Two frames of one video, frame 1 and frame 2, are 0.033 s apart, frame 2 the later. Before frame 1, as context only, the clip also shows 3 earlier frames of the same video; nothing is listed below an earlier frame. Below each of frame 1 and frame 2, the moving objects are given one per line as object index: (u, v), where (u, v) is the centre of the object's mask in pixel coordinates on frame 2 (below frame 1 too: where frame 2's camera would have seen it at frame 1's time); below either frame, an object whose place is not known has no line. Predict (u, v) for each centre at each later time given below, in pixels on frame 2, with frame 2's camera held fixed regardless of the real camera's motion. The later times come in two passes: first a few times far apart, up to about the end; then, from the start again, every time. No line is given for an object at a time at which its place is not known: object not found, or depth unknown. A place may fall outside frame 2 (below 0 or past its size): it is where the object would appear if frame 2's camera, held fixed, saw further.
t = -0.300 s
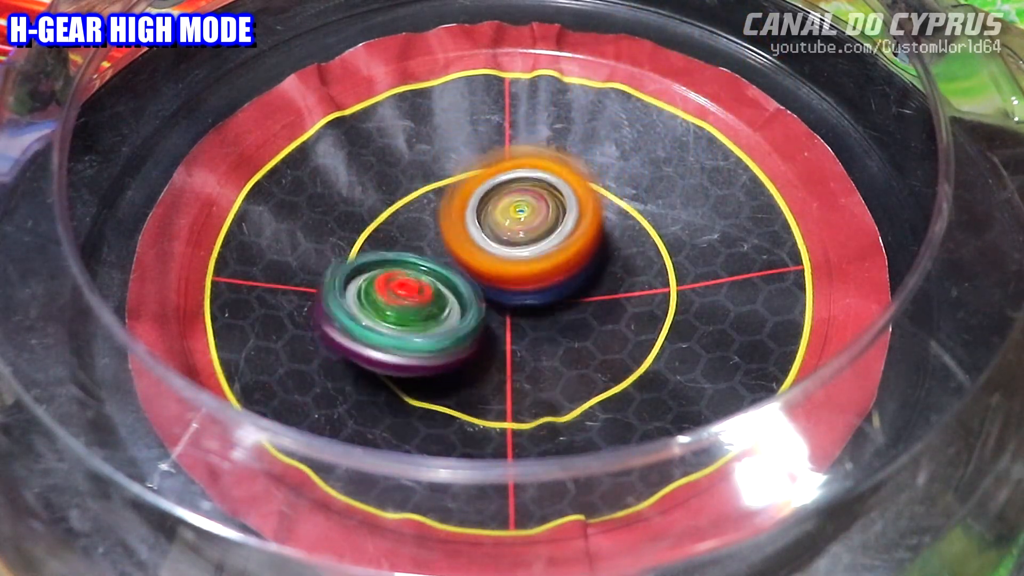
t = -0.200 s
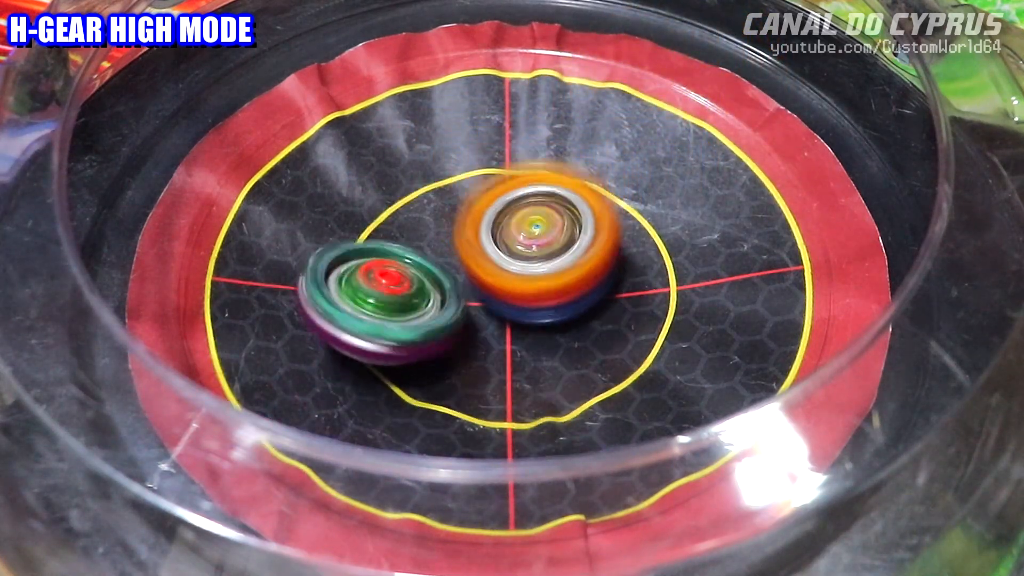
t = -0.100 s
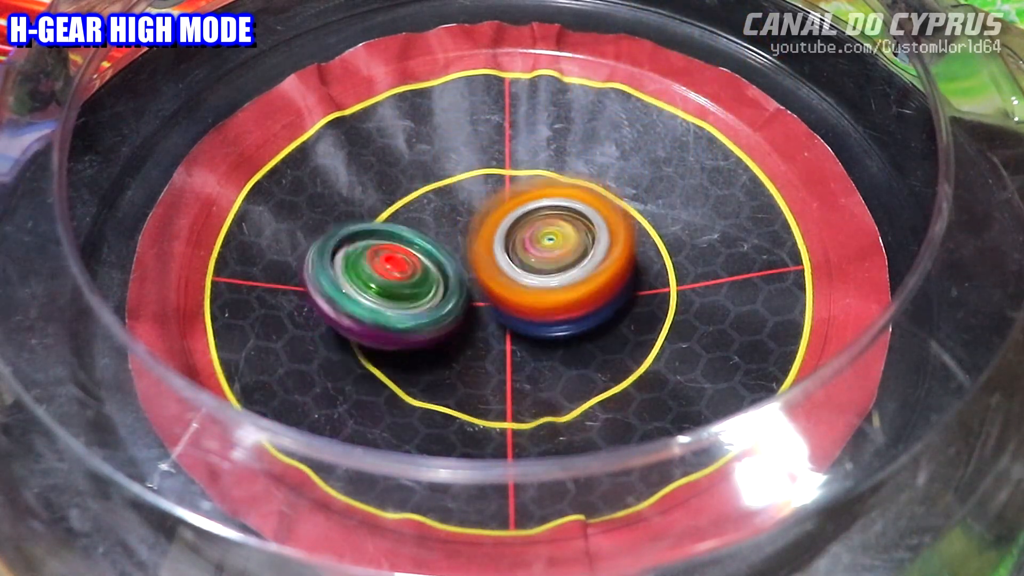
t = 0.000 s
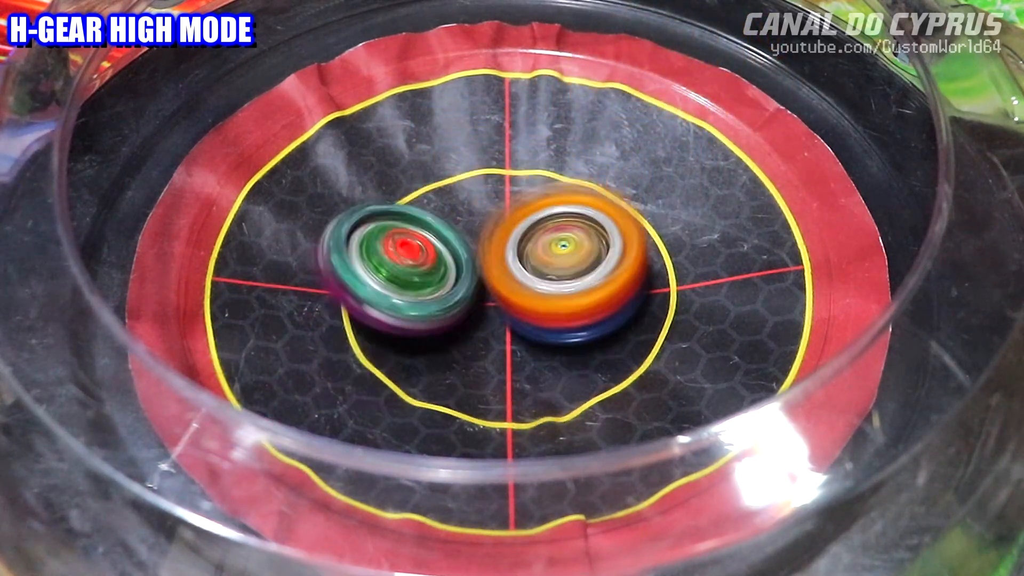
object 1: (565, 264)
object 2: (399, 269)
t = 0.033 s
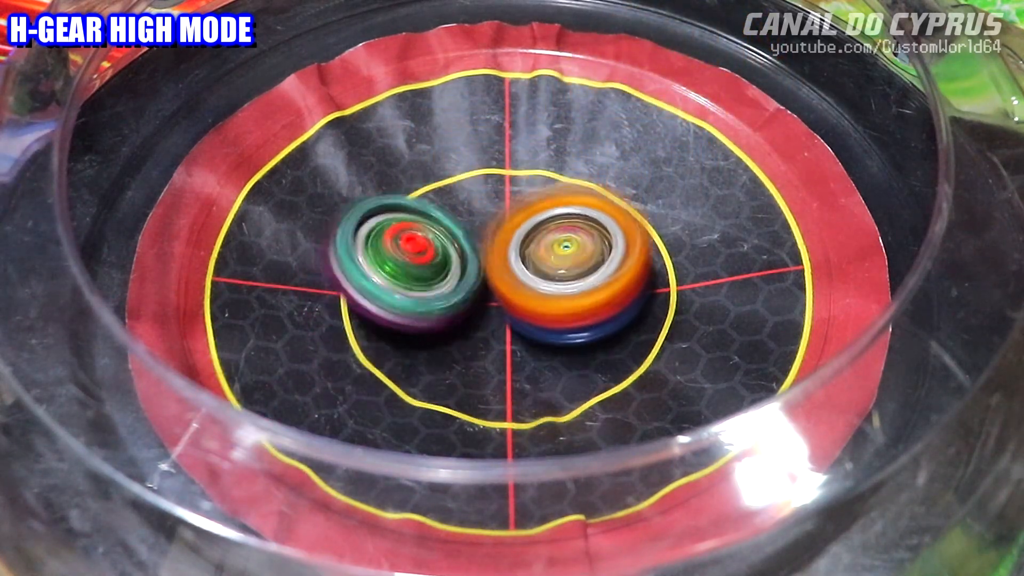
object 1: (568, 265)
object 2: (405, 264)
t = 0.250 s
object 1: (594, 264)
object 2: (451, 227)
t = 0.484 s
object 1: (569, 278)
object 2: (486, 176)
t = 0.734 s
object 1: (509, 325)
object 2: (554, 195)
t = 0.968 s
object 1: (473, 340)
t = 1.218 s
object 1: (440, 311)
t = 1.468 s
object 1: (430, 249)
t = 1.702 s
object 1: (453, 175)
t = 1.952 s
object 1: (501, 191)
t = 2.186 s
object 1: (551, 113)
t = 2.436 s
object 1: (516, 140)
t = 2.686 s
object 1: (554, 132)
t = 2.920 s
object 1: (547, 180)
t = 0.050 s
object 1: (571, 266)
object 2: (407, 261)
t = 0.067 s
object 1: (573, 267)
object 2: (411, 258)
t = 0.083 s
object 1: (576, 266)
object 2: (415, 256)
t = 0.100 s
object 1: (577, 266)
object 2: (418, 253)
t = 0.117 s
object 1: (579, 266)
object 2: (421, 250)
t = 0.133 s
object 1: (579, 266)
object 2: (426, 248)
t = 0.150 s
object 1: (582, 265)
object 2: (430, 245)
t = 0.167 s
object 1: (583, 266)
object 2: (432, 242)
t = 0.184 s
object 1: (585, 265)
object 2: (436, 239)
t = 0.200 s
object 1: (588, 265)
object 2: (441, 236)
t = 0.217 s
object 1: (590, 264)
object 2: (442, 233)
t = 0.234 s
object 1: (592, 265)
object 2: (447, 231)
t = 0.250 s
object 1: (594, 264)
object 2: (451, 227)
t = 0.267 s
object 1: (595, 264)
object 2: (453, 224)
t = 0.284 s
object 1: (595, 263)
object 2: (456, 220)
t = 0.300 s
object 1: (595, 264)
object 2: (462, 216)
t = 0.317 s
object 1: (594, 264)
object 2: (461, 210)
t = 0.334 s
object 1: (592, 264)
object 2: (464, 206)
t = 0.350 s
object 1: (590, 265)
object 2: (467, 202)
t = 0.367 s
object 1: (587, 266)
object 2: (468, 198)
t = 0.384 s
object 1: (586, 269)
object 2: (471, 193)
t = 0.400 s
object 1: (583, 271)
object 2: (471, 188)
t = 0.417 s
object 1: (582, 273)
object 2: (473, 183)
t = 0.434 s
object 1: (579, 274)
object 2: (477, 180)
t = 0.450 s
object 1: (575, 275)
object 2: (479, 179)
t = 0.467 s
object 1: (573, 277)
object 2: (484, 177)
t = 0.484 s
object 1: (569, 278)
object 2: (486, 176)
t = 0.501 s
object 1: (566, 281)
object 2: (491, 176)
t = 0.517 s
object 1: (562, 282)
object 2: (496, 174)
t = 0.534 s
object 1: (558, 285)
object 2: (498, 174)
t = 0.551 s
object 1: (554, 287)
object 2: (503, 174)
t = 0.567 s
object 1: (549, 291)
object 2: (506, 174)
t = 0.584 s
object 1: (543, 297)
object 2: (513, 175)
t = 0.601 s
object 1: (537, 301)
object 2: (520, 174)
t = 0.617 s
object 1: (532, 307)
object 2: (528, 176)
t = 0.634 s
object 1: (528, 311)
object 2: (533, 176)
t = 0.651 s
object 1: (525, 314)
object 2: (537, 178)
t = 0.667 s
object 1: (521, 316)
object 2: (541, 179)
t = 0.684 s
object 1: (518, 320)
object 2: (544, 185)
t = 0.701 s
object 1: (514, 321)
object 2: (548, 187)
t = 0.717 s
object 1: (512, 323)
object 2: (550, 189)
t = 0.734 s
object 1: (509, 325)
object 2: (554, 195)
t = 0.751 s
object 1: (507, 326)
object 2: (557, 196)
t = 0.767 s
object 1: (504, 328)
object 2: (559, 203)
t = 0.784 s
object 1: (502, 329)
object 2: (562, 205)
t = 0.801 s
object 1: (500, 330)
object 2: (565, 210)
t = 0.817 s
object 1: (498, 331)
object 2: (567, 214)
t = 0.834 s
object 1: (495, 332)
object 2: (572, 218)
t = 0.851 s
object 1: (493, 335)
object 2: (571, 223)
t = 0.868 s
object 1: (491, 334)
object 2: (577, 227)
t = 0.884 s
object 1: (487, 336)
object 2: (577, 233)
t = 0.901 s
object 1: (485, 337)
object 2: (581, 238)
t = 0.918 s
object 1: (482, 338)
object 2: (583, 244)
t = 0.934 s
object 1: (479, 339)
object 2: (586, 248)
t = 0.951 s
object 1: (475, 340)
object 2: (589, 253)
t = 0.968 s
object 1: (473, 340)
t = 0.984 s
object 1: (471, 340)
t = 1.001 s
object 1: (469, 340)
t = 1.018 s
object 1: (466, 339)
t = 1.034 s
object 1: (464, 339)
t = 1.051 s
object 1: (461, 338)
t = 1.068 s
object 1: (459, 337)
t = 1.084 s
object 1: (458, 335)
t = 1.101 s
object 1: (456, 333)
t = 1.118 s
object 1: (454, 331)
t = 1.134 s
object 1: (451, 328)
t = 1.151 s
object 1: (450, 325)
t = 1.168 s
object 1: (446, 322)
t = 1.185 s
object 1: (444, 318)
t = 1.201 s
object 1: (442, 315)
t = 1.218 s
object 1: (440, 311)
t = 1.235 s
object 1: (436, 307)
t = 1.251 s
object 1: (434, 302)
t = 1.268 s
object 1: (431, 299)
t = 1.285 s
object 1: (428, 294)
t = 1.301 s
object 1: (426, 289)
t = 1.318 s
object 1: (424, 284)
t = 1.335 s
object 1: (422, 279)
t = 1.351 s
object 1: (421, 274)
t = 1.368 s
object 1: (421, 270)
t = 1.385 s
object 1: (422, 267)
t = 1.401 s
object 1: (422, 263)
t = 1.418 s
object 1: (424, 259)
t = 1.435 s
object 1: (425, 255)
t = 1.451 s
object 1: (428, 253)
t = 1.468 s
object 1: (430, 249)
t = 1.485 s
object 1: (432, 246)
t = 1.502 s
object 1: (433, 239)
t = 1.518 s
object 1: (434, 230)
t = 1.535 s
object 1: (435, 222)
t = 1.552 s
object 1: (436, 214)
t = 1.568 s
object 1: (437, 205)
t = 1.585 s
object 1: (439, 200)
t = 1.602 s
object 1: (441, 194)
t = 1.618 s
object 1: (443, 190)
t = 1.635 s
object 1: (445, 185)
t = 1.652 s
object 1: (446, 182)
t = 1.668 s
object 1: (449, 179)
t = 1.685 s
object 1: (450, 176)
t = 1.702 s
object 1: (453, 175)
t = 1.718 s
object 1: (454, 172)
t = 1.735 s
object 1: (456, 171)
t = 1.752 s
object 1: (459, 170)
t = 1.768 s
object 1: (461, 170)
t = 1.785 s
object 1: (464, 171)
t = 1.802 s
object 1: (466, 171)
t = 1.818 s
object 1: (469, 173)
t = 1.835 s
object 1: (474, 175)
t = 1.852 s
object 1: (474, 178)
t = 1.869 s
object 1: (479, 181)
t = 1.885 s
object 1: (482, 181)
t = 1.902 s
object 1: (486, 186)
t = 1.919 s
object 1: (491, 190)
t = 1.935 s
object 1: (493, 191)
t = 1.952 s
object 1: (501, 191)
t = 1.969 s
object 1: (513, 184)
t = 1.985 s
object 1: (521, 178)
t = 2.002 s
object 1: (531, 170)
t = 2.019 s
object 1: (539, 161)
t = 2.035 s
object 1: (545, 156)
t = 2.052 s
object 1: (552, 149)
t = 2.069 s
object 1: (556, 143)
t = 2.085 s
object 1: (557, 138)
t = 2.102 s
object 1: (558, 131)
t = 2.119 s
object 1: (558, 125)
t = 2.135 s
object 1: (557, 122)
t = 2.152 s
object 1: (555, 119)
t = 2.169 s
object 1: (554, 116)
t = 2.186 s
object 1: (551, 113)
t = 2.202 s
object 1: (547, 111)
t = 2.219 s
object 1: (545, 112)
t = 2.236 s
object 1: (543, 111)
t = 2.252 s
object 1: (539, 112)
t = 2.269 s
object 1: (537, 115)
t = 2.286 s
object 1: (535, 114)
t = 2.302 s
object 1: (532, 118)
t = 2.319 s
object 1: (530, 121)
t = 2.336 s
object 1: (528, 123)
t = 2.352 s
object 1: (524, 126)
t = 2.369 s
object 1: (522, 130)
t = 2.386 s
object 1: (521, 133)
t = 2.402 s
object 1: (518, 136)
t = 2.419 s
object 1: (517, 138)
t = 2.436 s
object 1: (516, 140)
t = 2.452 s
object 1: (514, 142)
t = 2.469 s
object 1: (514, 142)
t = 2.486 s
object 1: (513, 143)
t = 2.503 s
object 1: (514, 144)
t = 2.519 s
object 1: (515, 150)
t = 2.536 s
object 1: (514, 147)
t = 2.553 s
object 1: (515, 147)
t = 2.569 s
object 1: (525, 144)
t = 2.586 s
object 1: (531, 137)
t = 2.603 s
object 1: (535, 135)
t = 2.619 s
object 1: (544, 130)
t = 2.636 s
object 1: (546, 129)
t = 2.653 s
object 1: (549, 132)
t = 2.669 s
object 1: (552, 132)
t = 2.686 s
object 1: (554, 132)
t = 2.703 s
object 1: (553, 133)
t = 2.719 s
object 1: (553, 137)
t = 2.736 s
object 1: (554, 139)
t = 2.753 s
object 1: (555, 139)
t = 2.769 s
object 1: (555, 145)
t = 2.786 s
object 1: (555, 147)
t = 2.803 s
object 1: (554, 150)
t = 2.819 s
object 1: (554, 153)
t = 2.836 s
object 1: (553, 158)
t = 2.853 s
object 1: (552, 163)
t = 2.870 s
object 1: (551, 166)
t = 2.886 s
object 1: (549, 171)
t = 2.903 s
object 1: (547, 177)
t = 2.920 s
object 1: (547, 180)
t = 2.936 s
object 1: (549, 182)
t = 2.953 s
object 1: (553, 186)
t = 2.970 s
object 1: (555, 190)
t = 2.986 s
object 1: (556, 193)
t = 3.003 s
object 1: (556, 196)
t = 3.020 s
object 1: (555, 201)
